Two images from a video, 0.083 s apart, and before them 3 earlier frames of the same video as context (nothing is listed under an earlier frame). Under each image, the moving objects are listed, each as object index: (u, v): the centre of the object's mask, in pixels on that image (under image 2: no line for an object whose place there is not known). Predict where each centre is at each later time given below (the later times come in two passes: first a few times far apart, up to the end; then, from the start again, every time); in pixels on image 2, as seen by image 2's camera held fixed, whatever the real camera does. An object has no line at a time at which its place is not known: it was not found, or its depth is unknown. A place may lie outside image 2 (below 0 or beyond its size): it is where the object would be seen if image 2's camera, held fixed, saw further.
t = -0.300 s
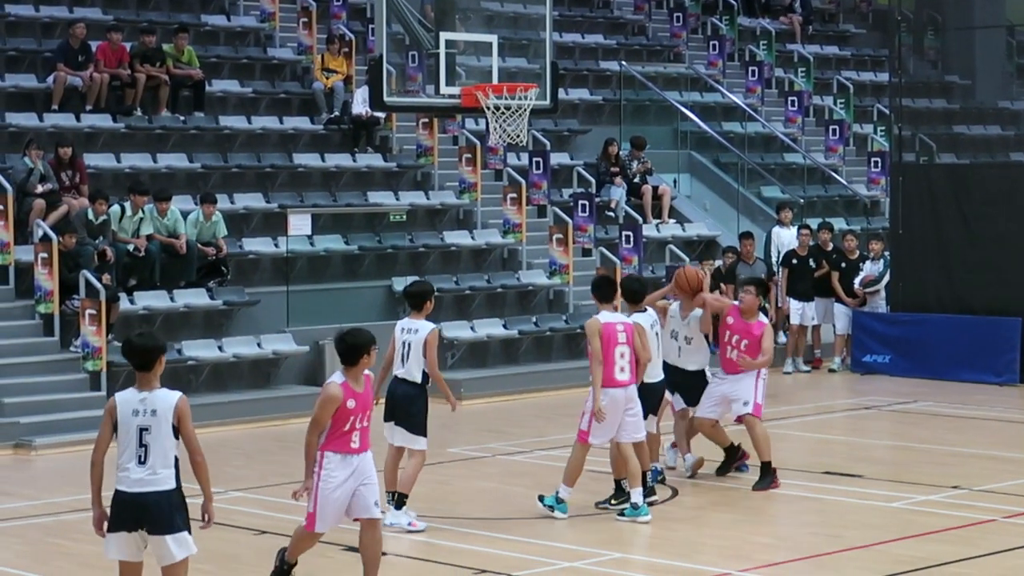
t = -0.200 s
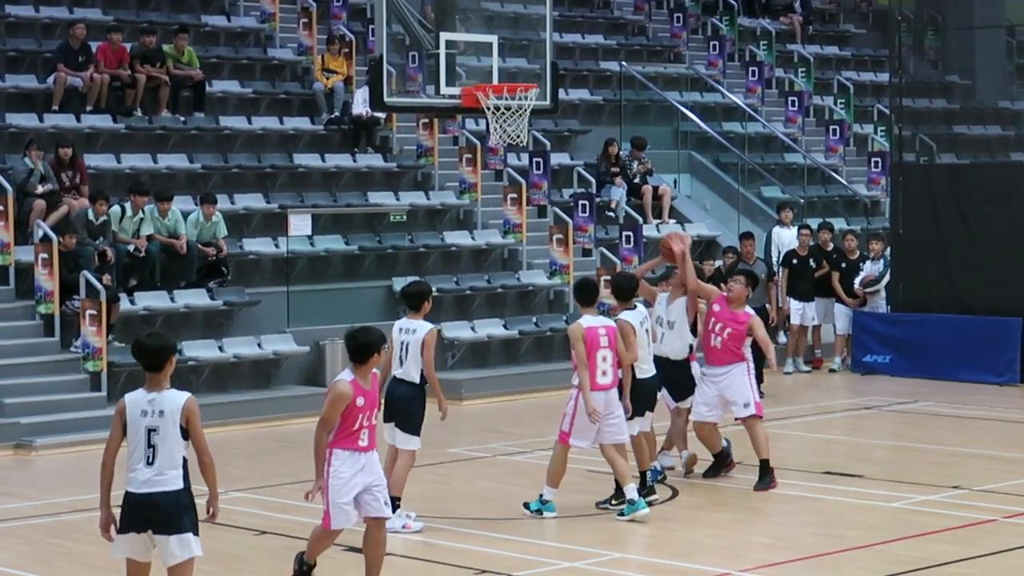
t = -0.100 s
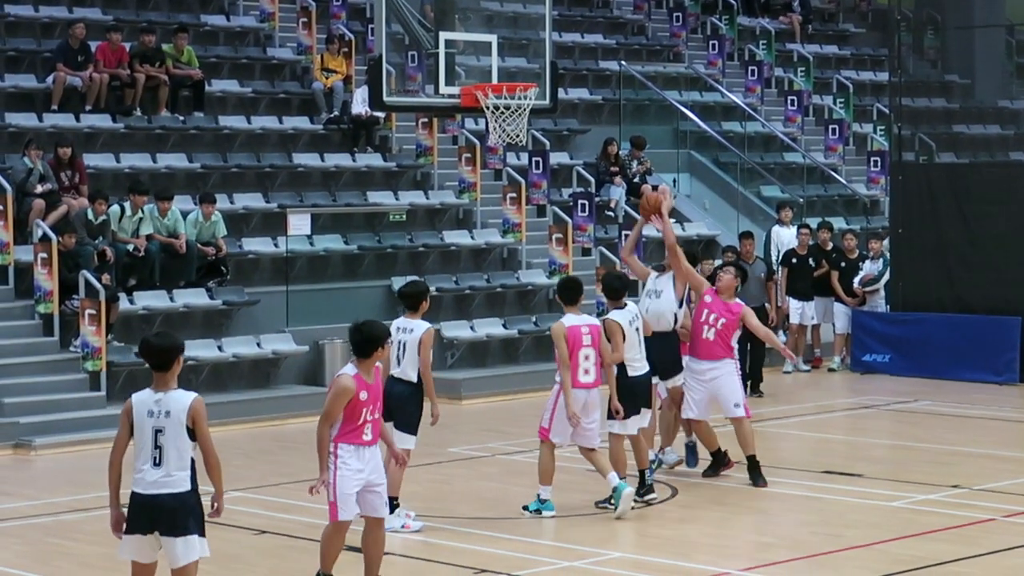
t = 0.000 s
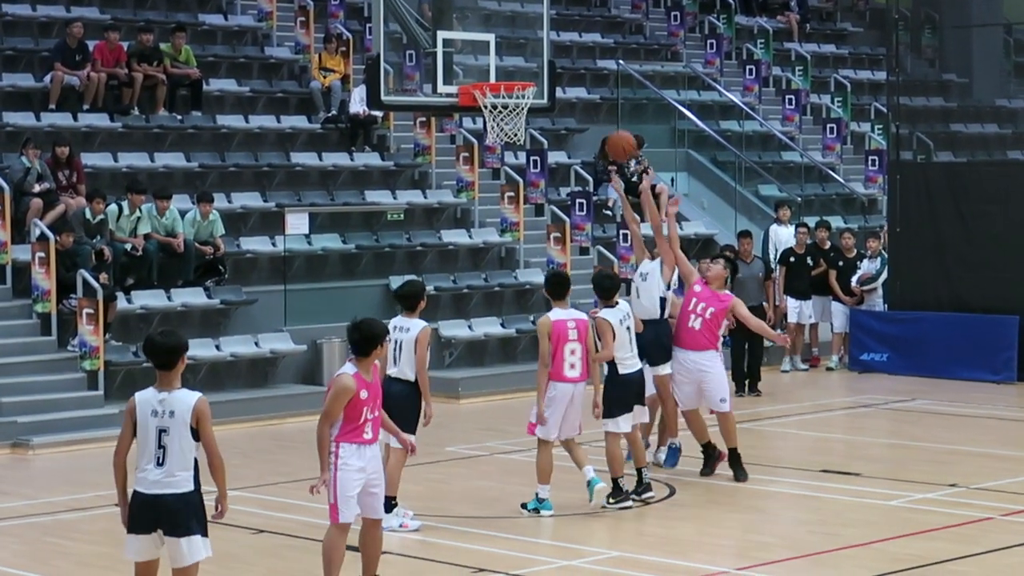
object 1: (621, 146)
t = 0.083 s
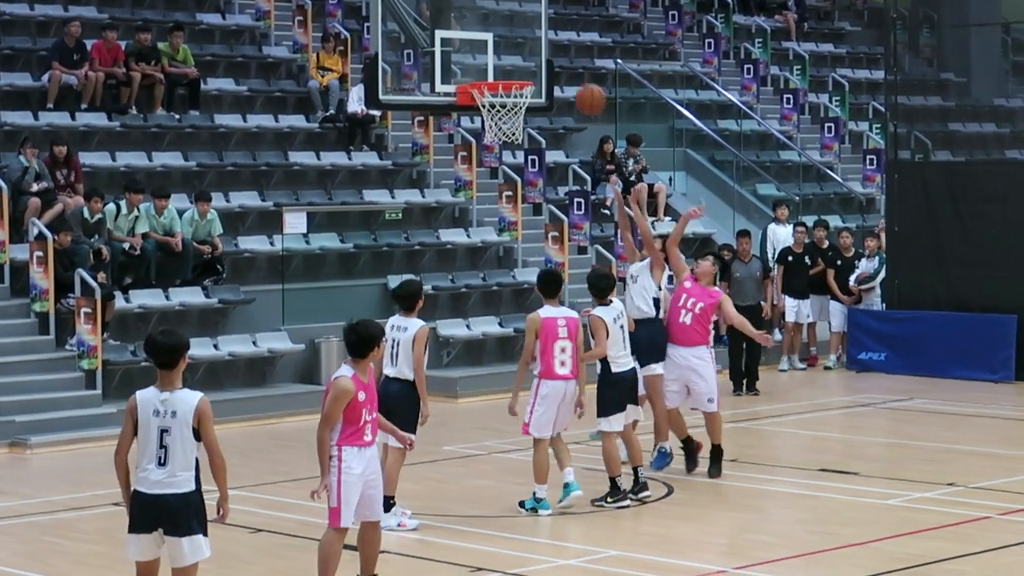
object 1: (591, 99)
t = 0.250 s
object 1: (532, 33)
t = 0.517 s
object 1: (534, 18)
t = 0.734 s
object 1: (538, 75)
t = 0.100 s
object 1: (585, 91)
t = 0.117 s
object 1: (579, 82)
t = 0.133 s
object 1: (573, 75)
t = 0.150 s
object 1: (567, 69)
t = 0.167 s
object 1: (562, 61)
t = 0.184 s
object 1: (556, 55)
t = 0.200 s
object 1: (550, 50)
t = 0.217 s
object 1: (544, 44)
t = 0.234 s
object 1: (539, 38)
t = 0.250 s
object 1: (532, 33)
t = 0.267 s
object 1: (531, 29)
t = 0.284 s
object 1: (531, 26)
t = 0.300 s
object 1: (531, 24)
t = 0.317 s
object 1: (531, 21)
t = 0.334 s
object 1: (532, 19)
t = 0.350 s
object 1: (532, 17)
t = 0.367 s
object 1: (532, 16)
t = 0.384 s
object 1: (532, 15)
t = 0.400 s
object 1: (532, 15)
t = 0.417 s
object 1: (533, 15)
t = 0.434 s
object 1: (533, 15)
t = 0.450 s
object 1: (533, 15)
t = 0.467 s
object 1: (534, 15)
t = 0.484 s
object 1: (534, 16)
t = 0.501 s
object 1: (534, 17)
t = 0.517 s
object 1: (534, 18)
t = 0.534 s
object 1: (534, 21)
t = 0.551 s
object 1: (535, 24)
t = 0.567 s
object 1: (535, 27)
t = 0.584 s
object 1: (535, 30)
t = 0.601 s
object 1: (536, 33)
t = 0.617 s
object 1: (536, 37)
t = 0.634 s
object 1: (536, 41)
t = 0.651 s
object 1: (536, 46)
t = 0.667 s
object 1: (537, 51)
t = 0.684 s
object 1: (537, 57)
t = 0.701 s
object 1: (537, 63)
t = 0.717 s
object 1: (538, 69)
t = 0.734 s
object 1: (538, 75)
